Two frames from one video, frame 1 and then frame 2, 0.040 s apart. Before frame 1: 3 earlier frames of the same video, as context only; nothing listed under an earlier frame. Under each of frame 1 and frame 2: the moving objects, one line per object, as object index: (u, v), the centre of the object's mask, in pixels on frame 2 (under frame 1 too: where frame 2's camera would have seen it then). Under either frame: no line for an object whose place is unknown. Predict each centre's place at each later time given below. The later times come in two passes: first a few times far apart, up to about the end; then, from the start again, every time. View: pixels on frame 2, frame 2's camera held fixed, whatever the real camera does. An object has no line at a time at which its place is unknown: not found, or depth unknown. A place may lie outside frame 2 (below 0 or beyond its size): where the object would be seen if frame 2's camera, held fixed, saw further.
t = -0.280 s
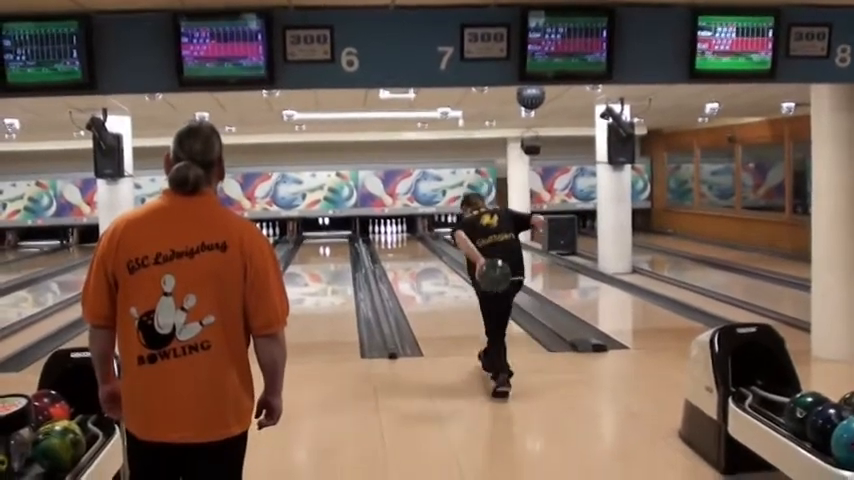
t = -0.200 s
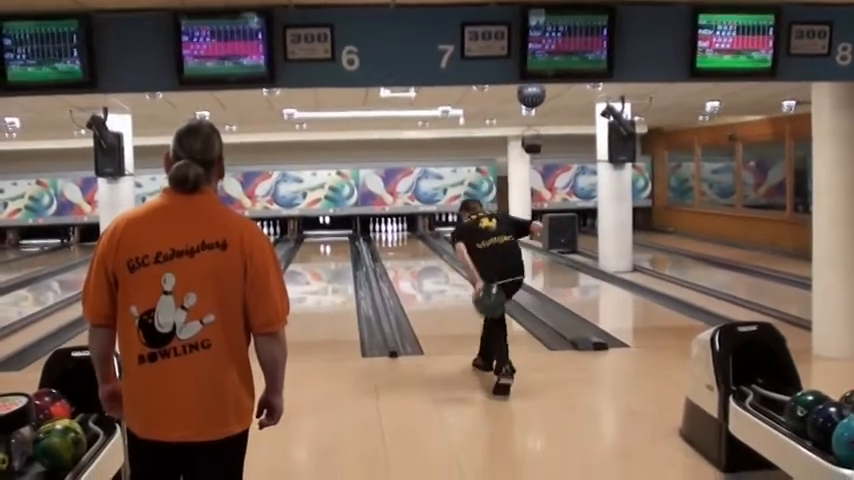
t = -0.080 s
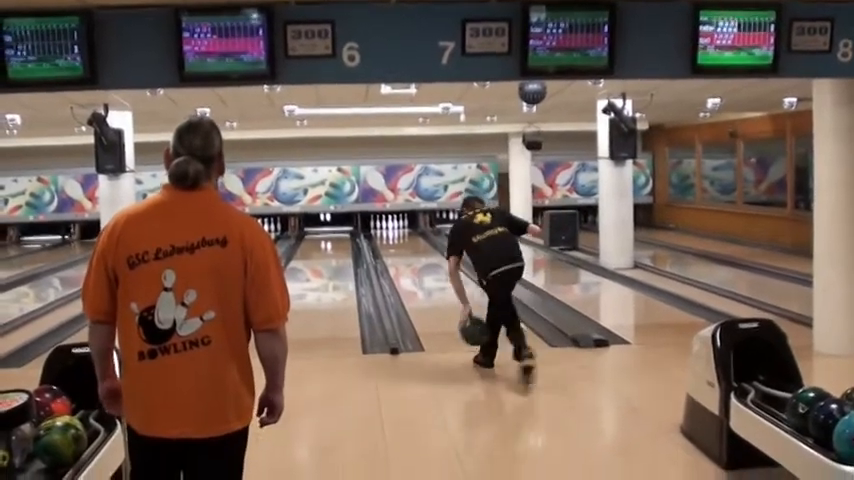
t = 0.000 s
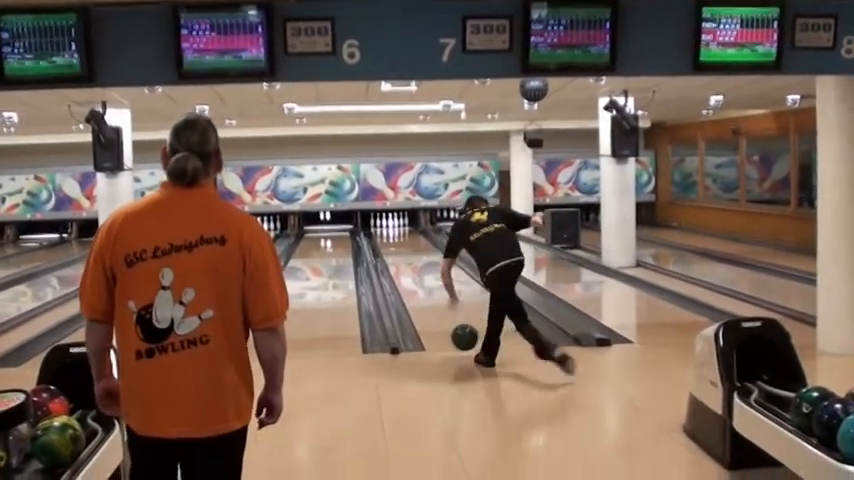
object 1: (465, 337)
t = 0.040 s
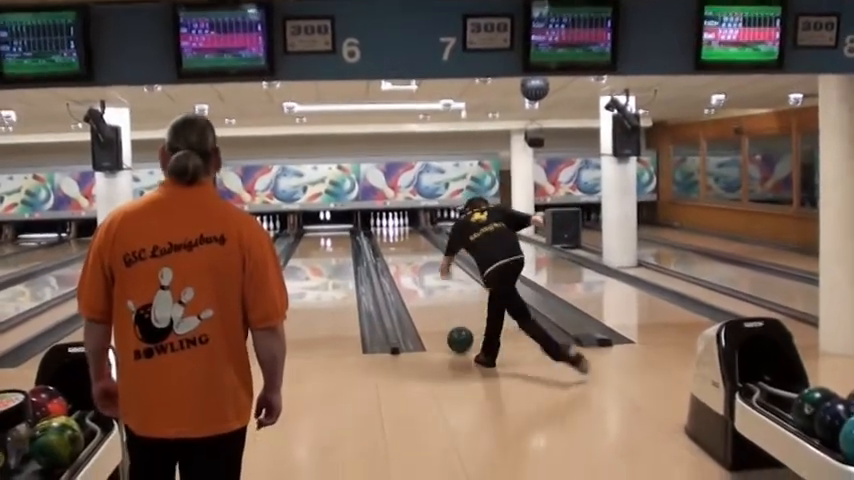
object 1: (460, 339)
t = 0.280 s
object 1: (437, 313)
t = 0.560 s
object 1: (420, 291)
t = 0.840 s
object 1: (407, 275)
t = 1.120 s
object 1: (398, 262)
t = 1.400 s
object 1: (393, 252)
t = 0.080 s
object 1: (455, 333)
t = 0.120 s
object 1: (451, 329)
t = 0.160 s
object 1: (448, 325)
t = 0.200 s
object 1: (444, 321)
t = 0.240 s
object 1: (441, 317)
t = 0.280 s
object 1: (437, 313)
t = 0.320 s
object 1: (434, 309)
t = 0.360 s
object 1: (432, 306)
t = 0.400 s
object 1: (429, 303)
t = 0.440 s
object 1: (426, 299)
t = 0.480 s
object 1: (424, 296)
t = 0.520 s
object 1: (422, 294)
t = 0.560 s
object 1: (420, 291)
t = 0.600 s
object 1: (418, 289)
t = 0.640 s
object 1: (415, 286)
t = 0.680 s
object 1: (414, 284)
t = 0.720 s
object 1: (412, 281)
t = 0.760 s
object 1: (410, 279)
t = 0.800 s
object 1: (409, 277)
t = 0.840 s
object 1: (407, 275)
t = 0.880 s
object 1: (405, 272)
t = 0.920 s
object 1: (404, 270)
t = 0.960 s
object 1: (403, 268)
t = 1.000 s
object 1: (402, 266)
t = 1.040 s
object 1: (400, 265)
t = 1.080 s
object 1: (399, 263)
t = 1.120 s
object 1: (398, 262)
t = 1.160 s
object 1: (397, 261)
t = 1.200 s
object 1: (397, 259)
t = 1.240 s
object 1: (395, 257)
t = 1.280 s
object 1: (395, 255)
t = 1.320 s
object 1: (394, 254)
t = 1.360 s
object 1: (394, 253)
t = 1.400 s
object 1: (393, 252)
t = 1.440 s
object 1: (392, 250)
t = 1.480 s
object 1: (391, 249)
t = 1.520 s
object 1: (391, 248)
